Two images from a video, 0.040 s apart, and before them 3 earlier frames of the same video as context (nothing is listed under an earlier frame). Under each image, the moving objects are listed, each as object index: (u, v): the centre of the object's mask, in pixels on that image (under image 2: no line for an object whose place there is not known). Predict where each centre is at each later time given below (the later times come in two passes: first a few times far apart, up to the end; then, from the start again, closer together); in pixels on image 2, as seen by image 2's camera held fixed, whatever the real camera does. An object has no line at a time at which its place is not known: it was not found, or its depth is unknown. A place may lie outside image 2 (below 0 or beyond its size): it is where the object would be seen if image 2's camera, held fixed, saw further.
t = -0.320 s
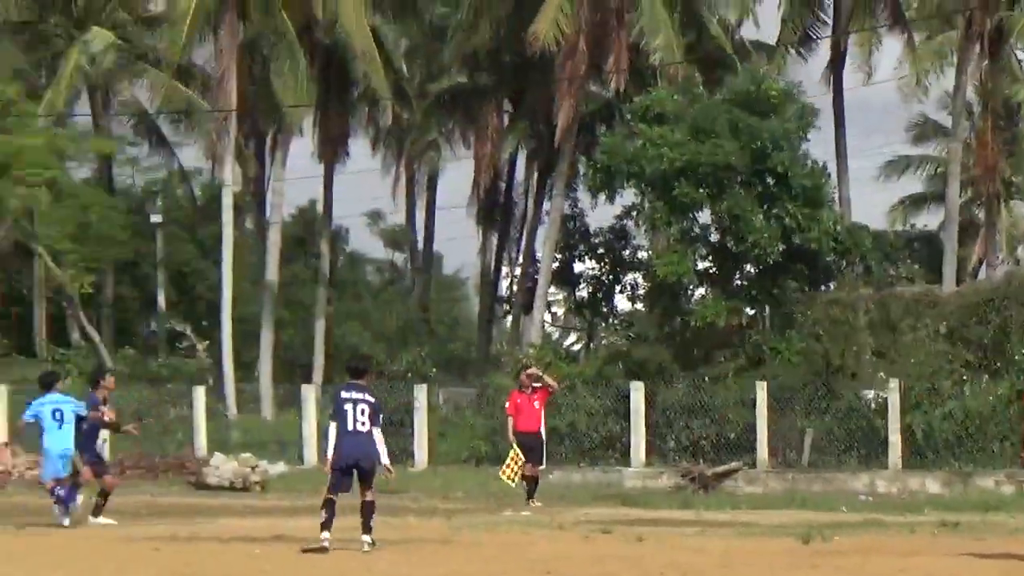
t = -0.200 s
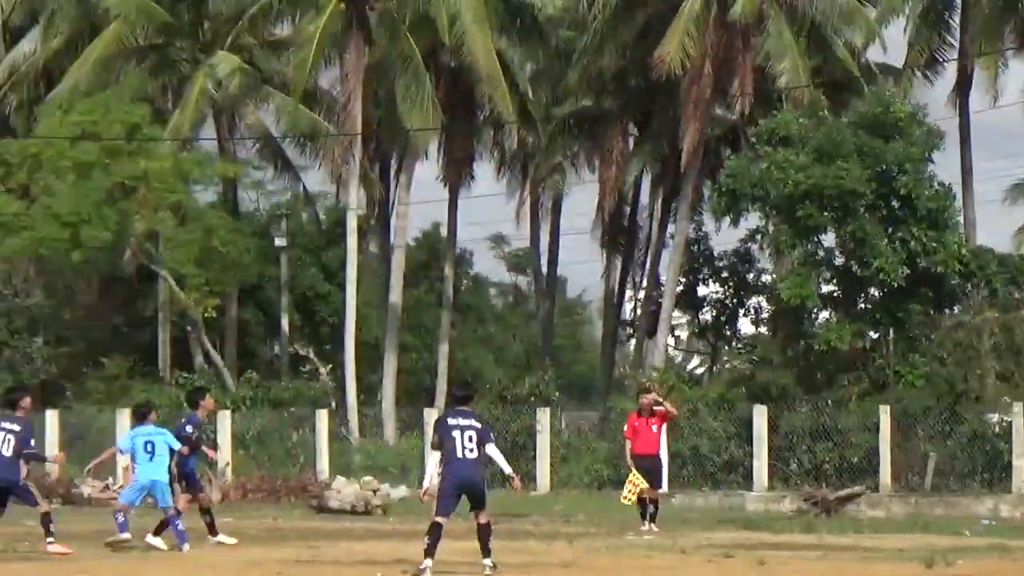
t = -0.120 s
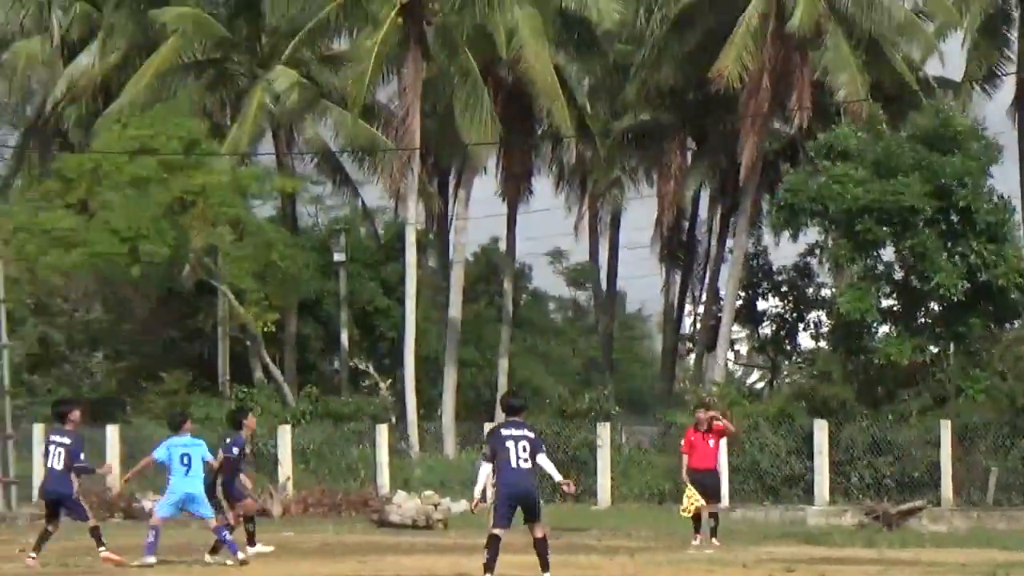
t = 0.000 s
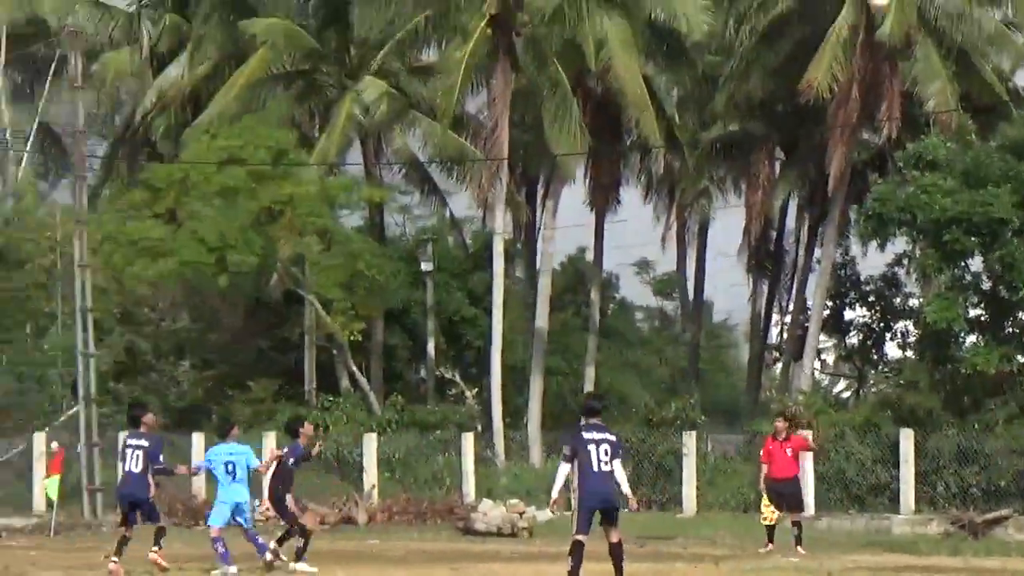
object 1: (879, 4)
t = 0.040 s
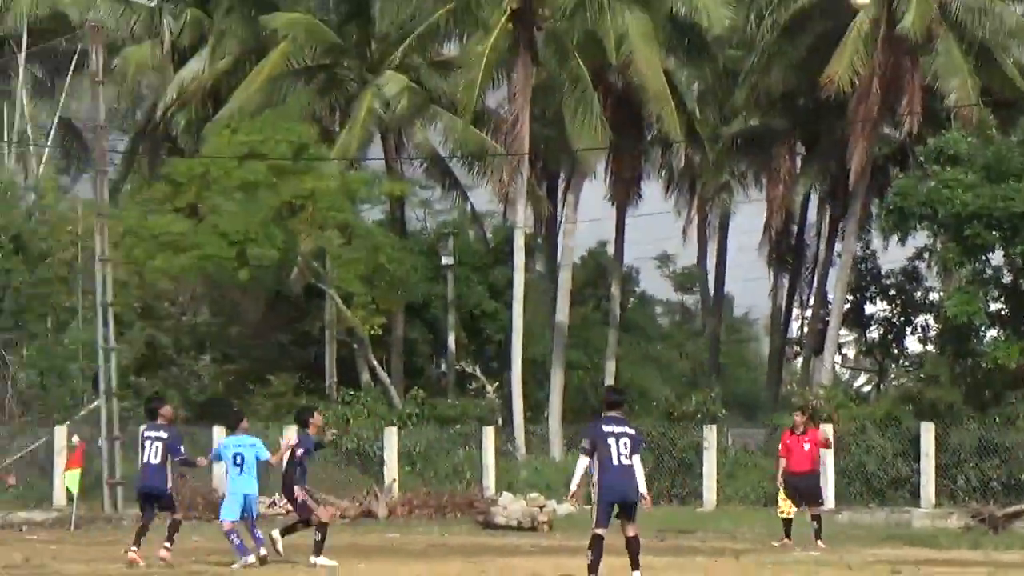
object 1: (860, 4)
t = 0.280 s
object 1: (626, 64)
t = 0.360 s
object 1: (549, 87)
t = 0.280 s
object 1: (626, 64)
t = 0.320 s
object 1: (588, 74)
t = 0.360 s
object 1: (549, 87)
